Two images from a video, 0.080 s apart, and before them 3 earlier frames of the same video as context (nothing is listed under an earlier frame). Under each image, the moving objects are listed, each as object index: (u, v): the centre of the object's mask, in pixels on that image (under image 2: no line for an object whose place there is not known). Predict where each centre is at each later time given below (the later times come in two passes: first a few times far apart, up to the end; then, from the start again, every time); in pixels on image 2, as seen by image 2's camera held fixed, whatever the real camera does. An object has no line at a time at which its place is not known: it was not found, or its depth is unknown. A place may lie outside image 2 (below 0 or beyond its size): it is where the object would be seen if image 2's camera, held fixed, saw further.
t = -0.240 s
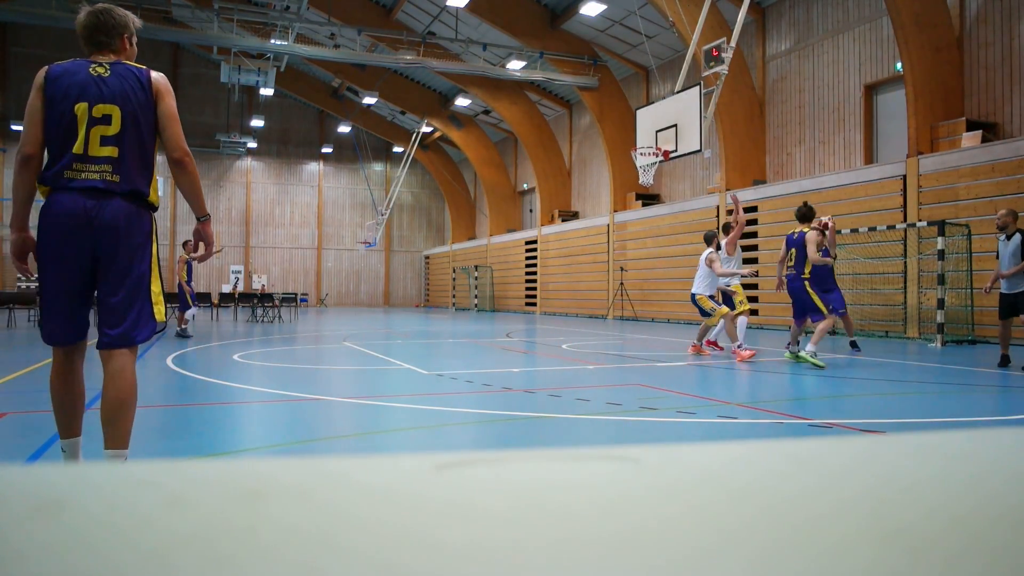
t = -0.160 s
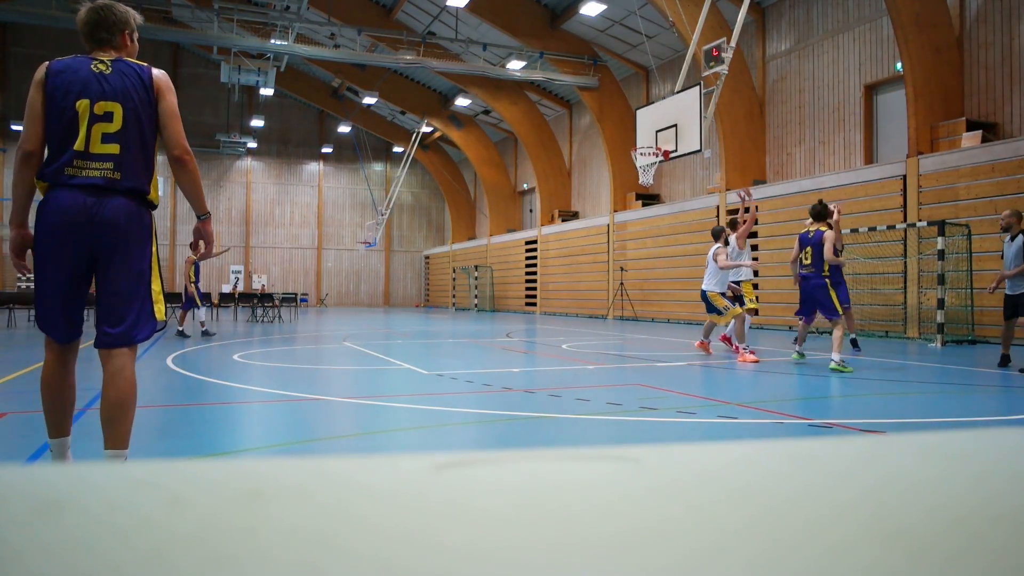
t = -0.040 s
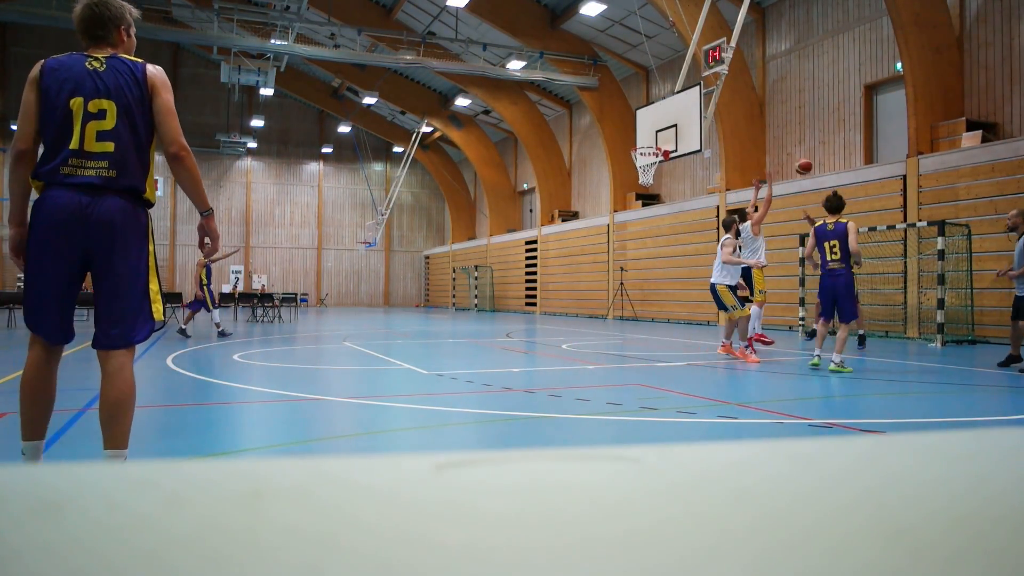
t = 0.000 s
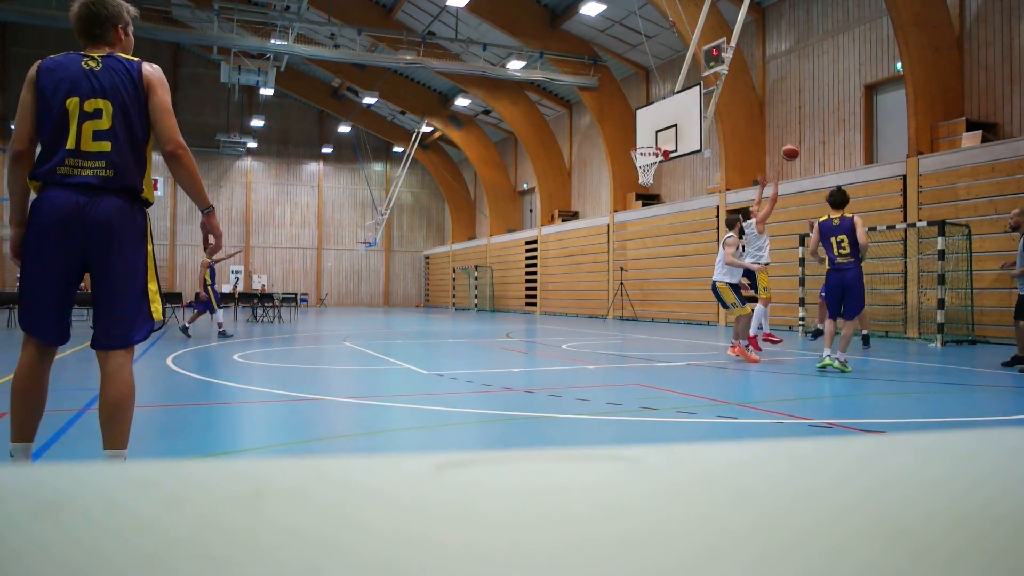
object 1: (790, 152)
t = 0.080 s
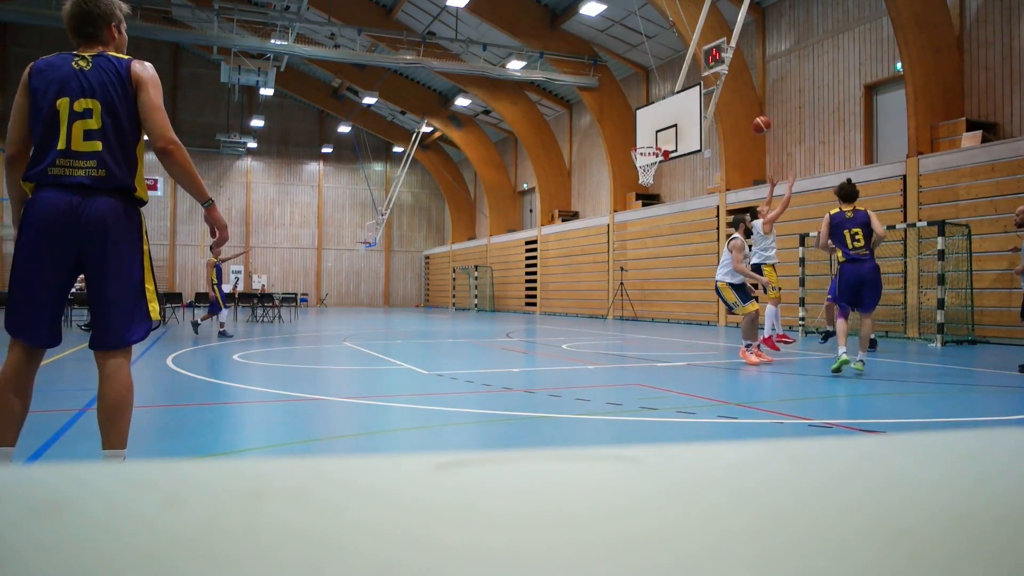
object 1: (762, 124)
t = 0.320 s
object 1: (649, 57)
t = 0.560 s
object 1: (475, 20)
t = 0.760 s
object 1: (244, 36)
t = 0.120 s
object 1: (746, 112)
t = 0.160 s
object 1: (729, 100)
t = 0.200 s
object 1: (711, 88)
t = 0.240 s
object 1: (691, 76)
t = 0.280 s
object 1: (671, 66)
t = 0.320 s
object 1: (649, 57)
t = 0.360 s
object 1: (625, 48)
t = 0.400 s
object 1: (600, 40)
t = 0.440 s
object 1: (572, 32)
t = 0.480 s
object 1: (542, 26)
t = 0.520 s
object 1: (510, 22)
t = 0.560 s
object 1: (475, 20)
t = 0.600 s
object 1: (438, 19)
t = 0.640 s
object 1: (397, 18)
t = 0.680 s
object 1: (351, 21)
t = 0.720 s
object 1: (300, 27)
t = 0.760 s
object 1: (244, 36)
